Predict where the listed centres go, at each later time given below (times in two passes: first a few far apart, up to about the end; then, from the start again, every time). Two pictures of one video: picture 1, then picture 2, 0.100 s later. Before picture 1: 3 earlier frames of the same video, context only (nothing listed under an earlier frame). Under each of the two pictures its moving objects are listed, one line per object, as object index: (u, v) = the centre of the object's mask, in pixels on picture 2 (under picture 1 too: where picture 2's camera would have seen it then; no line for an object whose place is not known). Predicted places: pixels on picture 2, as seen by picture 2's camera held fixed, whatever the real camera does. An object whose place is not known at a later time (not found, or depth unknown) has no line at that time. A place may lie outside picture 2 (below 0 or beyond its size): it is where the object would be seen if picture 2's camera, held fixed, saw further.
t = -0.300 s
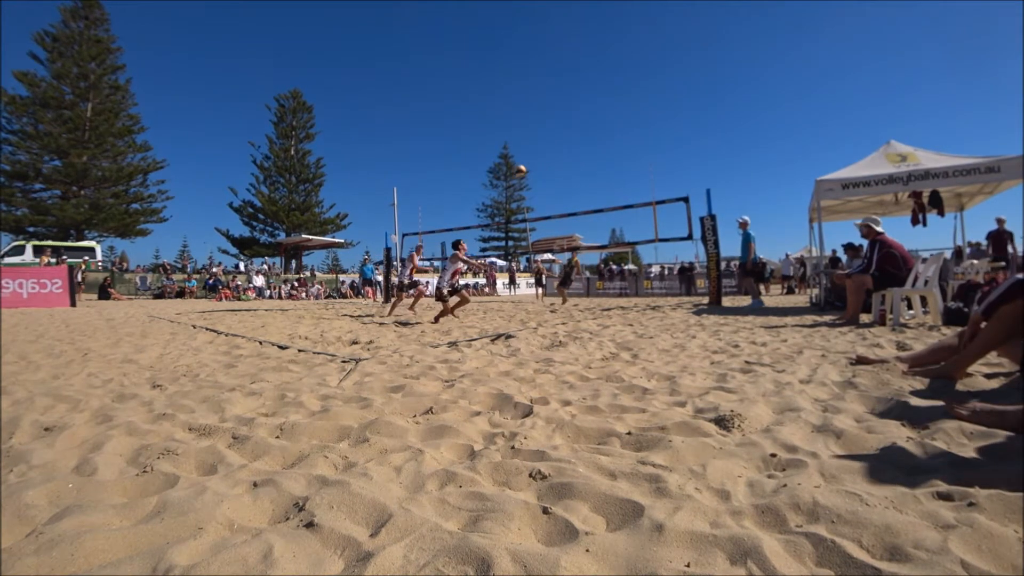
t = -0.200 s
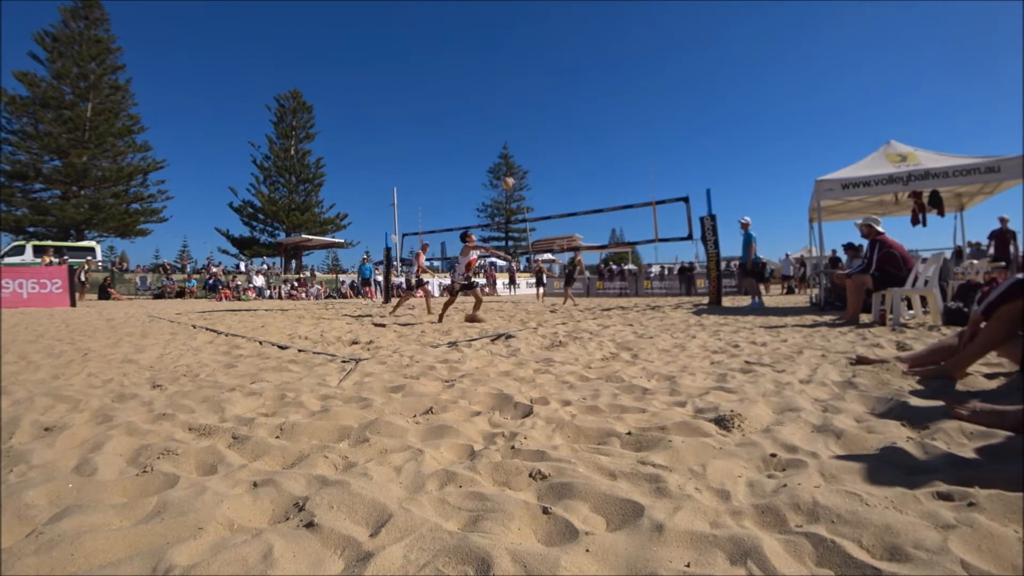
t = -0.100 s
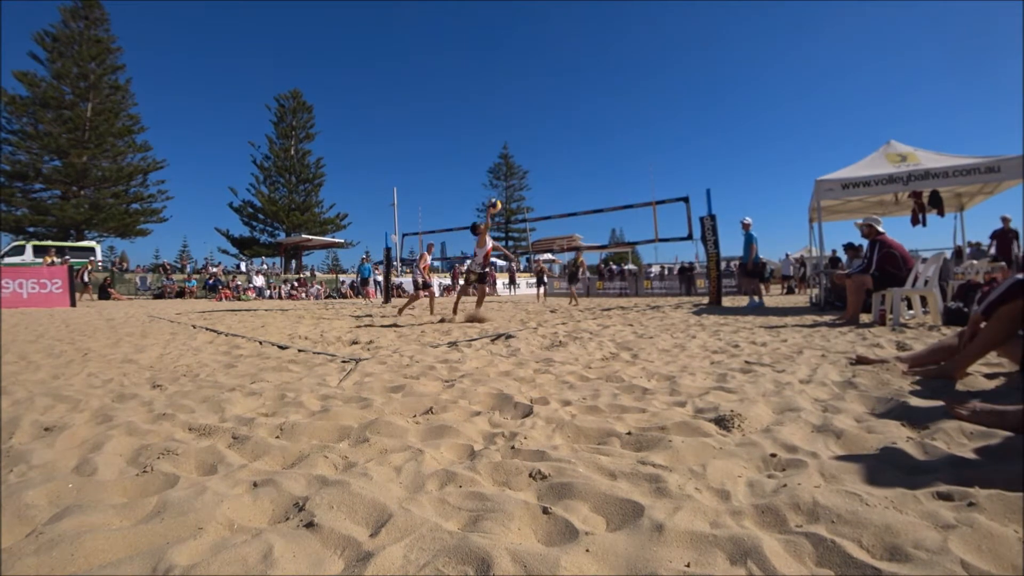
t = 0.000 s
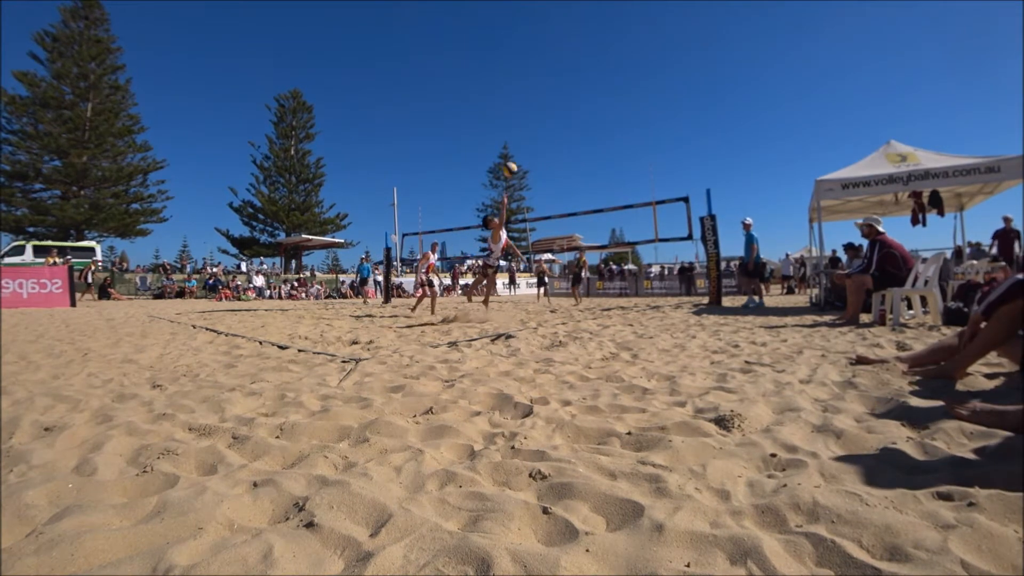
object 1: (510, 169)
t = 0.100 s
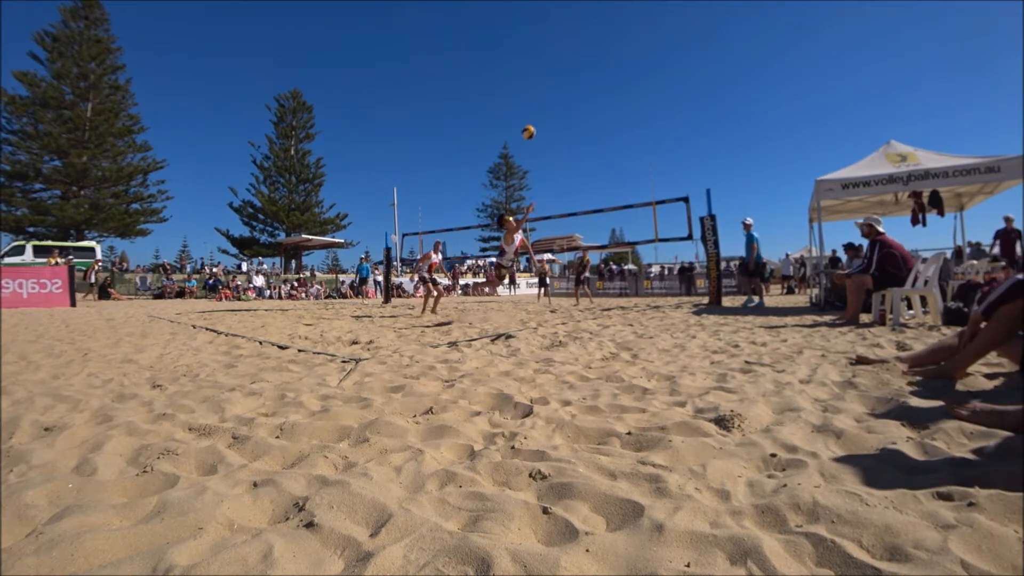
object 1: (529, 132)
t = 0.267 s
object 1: (557, 88)
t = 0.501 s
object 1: (593, 59)
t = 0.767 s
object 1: (630, 62)
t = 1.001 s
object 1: (662, 94)
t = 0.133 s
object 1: (534, 121)
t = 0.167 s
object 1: (540, 111)
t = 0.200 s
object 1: (546, 103)
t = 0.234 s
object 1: (551, 95)
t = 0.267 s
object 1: (557, 88)
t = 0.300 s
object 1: (562, 82)
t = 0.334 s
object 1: (567, 76)
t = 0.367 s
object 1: (572, 71)
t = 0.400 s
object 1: (578, 67)
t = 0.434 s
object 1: (582, 64)
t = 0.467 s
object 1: (587, 61)
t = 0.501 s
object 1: (593, 59)
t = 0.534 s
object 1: (597, 58)
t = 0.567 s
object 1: (602, 57)
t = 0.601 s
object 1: (607, 57)
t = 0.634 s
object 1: (611, 57)
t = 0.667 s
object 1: (616, 57)
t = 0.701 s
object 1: (621, 59)
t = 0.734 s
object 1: (625, 61)
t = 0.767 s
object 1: (630, 62)
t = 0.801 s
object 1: (635, 66)
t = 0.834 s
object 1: (639, 69)
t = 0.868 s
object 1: (644, 73)
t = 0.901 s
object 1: (648, 78)
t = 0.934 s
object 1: (653, 83)
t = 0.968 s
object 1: (657, 88)
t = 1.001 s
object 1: (662, 94)
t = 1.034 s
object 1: (666, 101)
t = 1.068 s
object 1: (670, 108)
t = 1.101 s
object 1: (675, 116)
